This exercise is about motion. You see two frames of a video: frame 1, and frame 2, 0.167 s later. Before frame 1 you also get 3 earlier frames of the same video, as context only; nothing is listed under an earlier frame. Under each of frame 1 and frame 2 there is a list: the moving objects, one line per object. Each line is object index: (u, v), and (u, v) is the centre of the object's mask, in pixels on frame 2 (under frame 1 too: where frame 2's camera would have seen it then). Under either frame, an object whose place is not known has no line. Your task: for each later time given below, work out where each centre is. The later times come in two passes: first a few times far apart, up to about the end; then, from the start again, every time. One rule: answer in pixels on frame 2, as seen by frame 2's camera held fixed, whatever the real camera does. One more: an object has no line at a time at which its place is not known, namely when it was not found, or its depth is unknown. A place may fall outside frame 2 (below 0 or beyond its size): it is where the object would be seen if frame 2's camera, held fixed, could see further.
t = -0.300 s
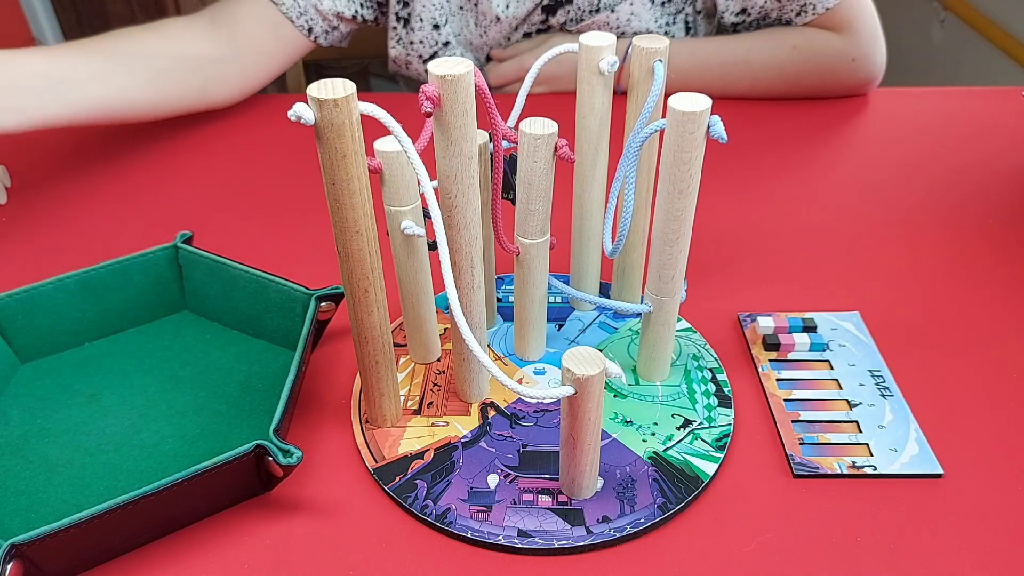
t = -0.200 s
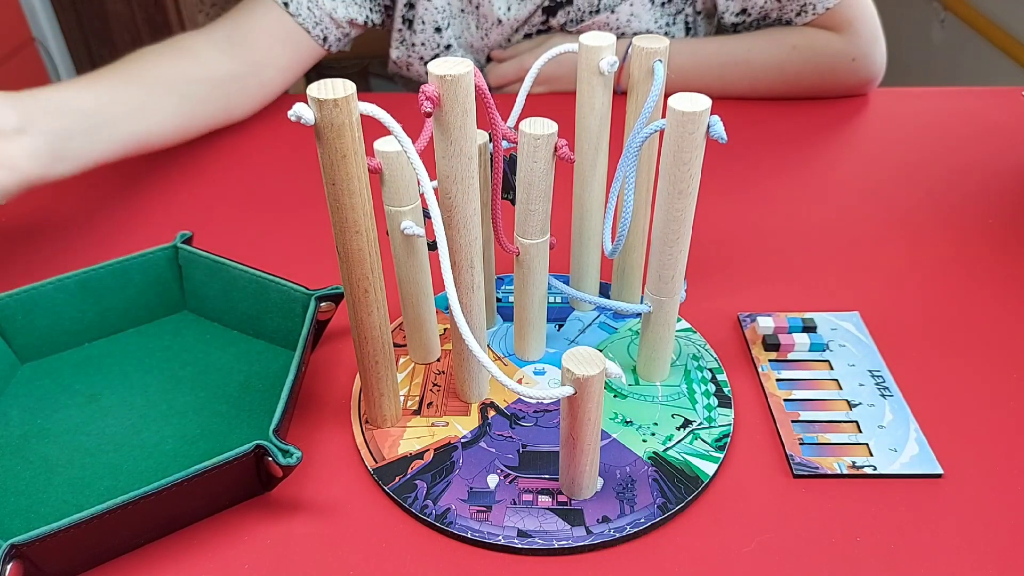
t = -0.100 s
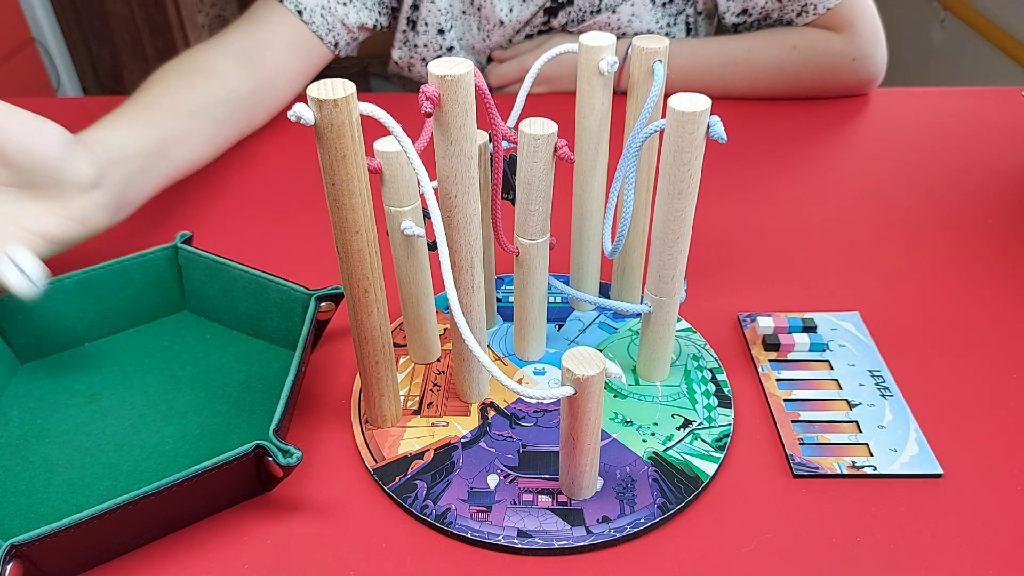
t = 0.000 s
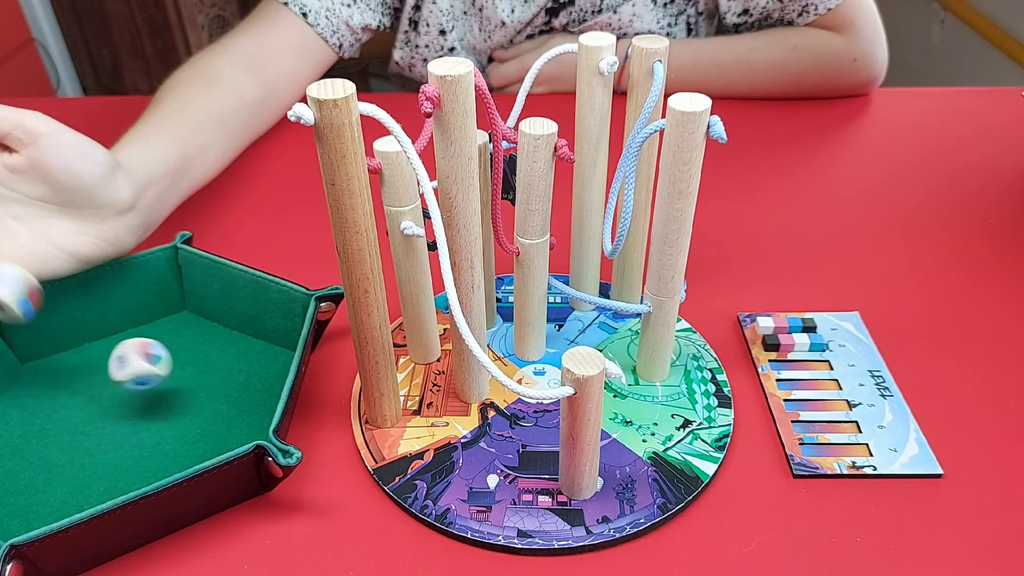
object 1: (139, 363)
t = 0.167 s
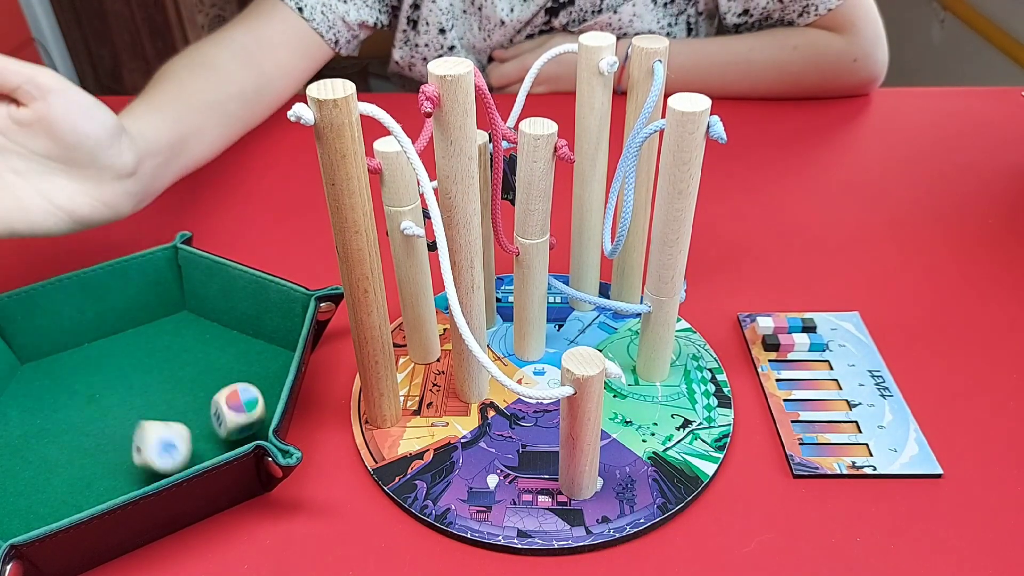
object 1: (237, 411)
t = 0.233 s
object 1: (232, 429)
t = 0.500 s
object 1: (243, 429)
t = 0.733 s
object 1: (243, 429)
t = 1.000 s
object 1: (243, 429)
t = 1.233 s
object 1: (243, 429)
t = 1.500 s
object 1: (243, 429)
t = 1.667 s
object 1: (243, 429)
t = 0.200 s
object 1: (233, 425)
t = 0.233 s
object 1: (232, 429)
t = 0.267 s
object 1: (241, 428)
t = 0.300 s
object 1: (245, 428)
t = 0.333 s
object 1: (243, 429)
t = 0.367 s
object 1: (243, 429)
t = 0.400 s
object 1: (243, 429)
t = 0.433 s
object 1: (244, 429)
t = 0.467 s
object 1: (243, 429)
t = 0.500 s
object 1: (243, 429)
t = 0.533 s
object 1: (243, 429)
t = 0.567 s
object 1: (243, 429)
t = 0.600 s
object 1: (243, 429)
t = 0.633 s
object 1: (243, 429)
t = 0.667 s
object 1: (243, 429)
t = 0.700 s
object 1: (243, 429)
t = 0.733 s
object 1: (243, 429)
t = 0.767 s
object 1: (243, 429)
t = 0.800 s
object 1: (244, 429)
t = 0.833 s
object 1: (244, 429)
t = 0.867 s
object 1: (243, 429)
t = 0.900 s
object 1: (243, 429)
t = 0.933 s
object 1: (243, 429)
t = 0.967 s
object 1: (243, 429)
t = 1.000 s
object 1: (243, 429)
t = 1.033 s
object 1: (243, 429)
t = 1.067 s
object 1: (243, 429)
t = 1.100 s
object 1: (243, 429)
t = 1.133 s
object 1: (243, 429)
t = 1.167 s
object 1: (243, 429)
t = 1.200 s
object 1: (243, 429)
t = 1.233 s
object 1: (243, 429)
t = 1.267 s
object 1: (243, 429)
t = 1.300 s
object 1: (243, 429)
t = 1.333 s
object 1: (243, 429)
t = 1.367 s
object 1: (243, 429)
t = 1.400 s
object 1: (243, 429)
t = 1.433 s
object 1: (243, 429)
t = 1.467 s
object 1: (243, 429)
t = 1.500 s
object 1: (243, 429)
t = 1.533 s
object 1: (243, 429)
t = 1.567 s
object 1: (243, 429)
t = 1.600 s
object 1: (243, 429)
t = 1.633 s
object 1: (243, 429)
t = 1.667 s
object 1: (243, 429)
